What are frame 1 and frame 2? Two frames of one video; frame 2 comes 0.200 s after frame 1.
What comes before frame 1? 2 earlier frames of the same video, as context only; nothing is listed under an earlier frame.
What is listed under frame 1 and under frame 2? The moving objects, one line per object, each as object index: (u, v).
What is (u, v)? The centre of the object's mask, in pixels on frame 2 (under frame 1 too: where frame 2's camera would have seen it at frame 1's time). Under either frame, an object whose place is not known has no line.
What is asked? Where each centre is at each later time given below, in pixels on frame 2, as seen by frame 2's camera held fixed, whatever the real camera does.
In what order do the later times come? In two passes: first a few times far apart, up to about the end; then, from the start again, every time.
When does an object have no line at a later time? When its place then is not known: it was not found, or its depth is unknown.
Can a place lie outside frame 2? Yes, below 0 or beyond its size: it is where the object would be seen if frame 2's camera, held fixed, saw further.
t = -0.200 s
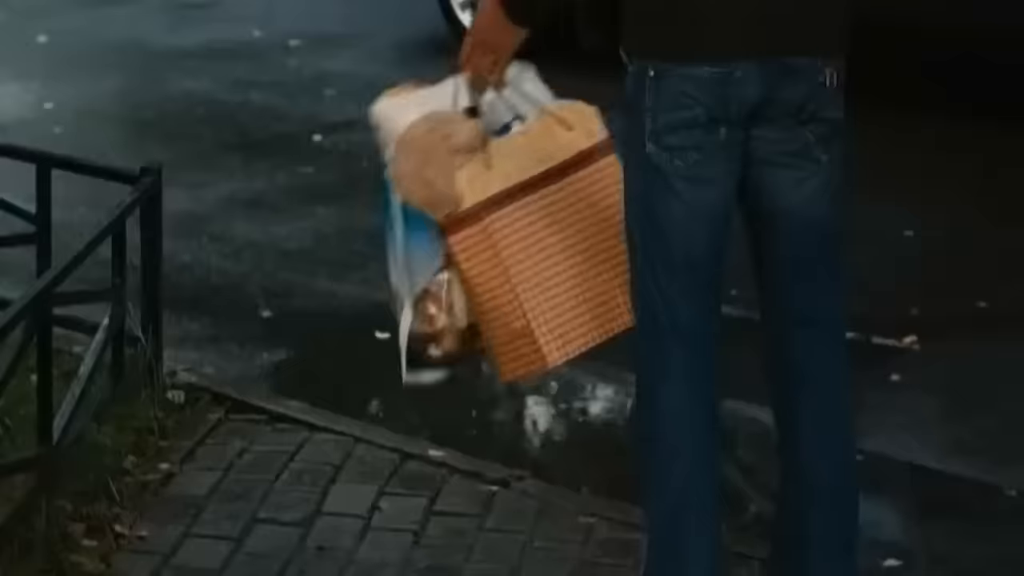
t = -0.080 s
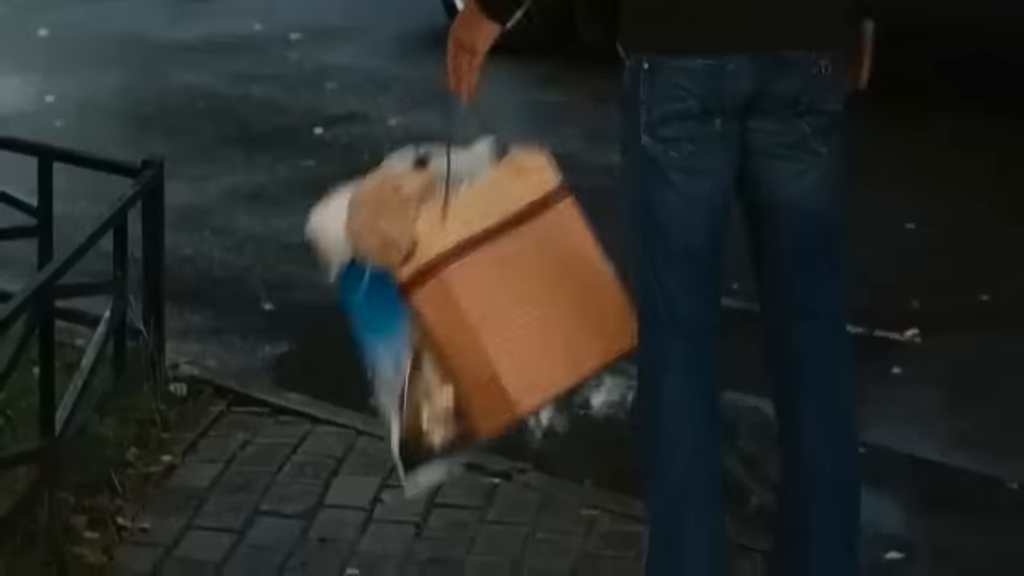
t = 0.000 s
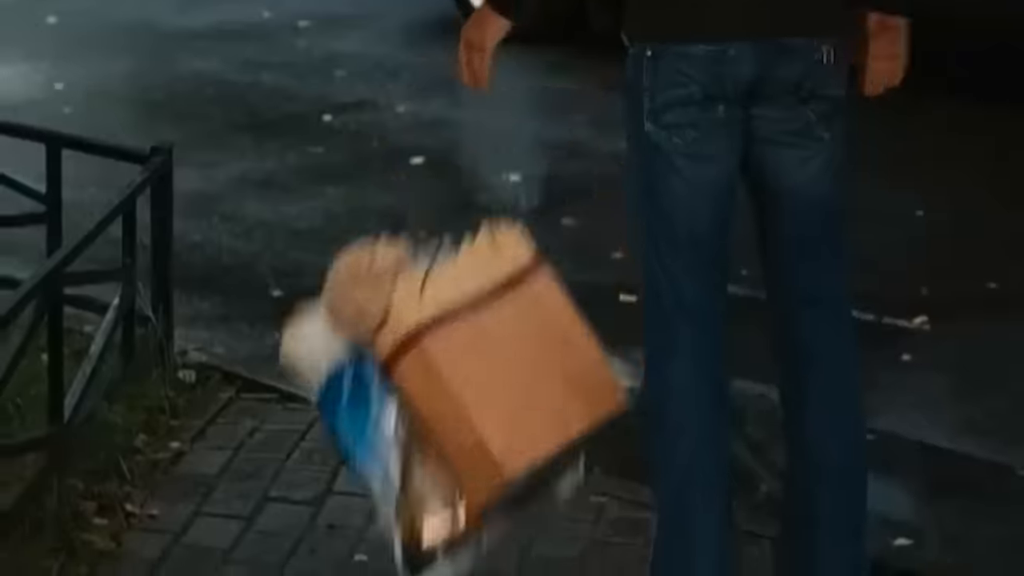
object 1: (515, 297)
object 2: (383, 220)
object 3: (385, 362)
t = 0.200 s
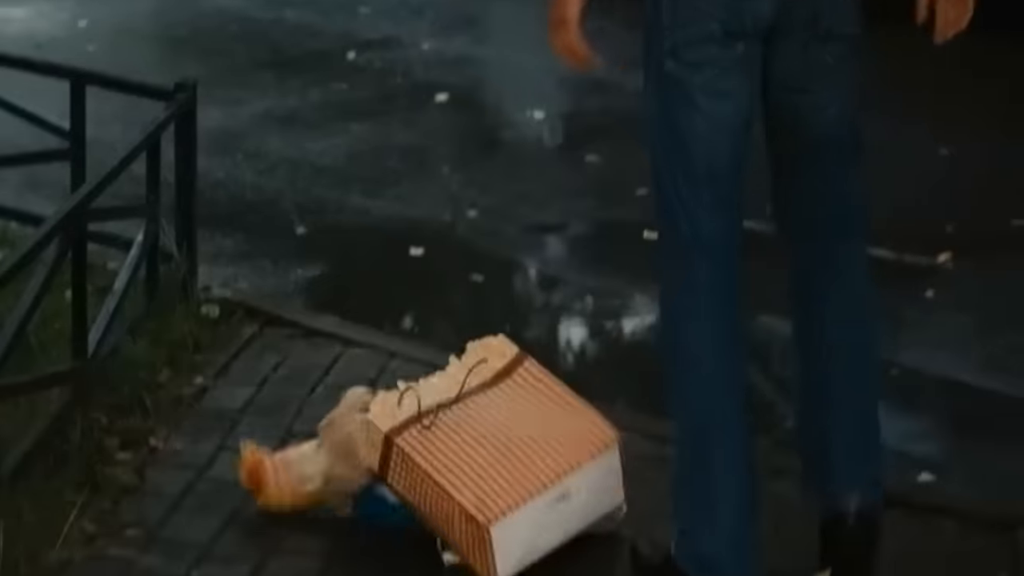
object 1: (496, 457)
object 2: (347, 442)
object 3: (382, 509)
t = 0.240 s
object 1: (496, 463)
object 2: (343, 456)
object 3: (385, 512)
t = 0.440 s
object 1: (488, 476)
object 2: (335, 483)
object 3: (371, 532)
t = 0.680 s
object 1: (498, 477)
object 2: (338, 454)
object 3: (373, 518)
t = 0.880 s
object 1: (506, 476)
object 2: (351, 429)
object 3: (371, 508)
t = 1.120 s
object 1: (513, 476)
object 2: (359, 421)
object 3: (373, 505)
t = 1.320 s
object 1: (513, 476)
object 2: (365, 417)
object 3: (372, 501)
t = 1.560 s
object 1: (514, 476)
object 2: (366, 415)
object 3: (372, 501)
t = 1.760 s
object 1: (514, 476)
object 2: (368, 415)
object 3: (372, 501)
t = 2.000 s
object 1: (514, 476)
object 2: (369, 414)
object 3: (372, 500)
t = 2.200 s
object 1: (515, 476)
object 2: (370, 413)
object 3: (373, 501)
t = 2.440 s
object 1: (515, 477)
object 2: (371, 413)
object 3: (373, 500)
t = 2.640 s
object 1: (516, 477)
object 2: (371, 412)
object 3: (373, 499)
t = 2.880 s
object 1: (516, 477)
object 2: (372, 412)
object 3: (373, 499)
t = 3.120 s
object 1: (516, 477)
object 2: (373, 412)
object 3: (373, 499)
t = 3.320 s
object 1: (517, 477)
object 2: (373, 411)
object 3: (374, 499)
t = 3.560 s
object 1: (517, 477)
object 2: (366, 409)
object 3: (374, 499)
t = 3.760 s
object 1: (517, 477)
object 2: (367, 409)
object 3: (374, 499)
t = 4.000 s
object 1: (517, 477)
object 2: (367, 408)
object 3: (374, 499)
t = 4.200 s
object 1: (517, 477)
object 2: (367, 408)
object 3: (374, 498)
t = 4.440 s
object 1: (517, 477)
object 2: (367, 408)
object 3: (374, 498)
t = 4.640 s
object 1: (517, 477)
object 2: (367, 408)
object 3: (374, 498)
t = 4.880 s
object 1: (517, 477)
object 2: (367, 408)
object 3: (374, 498)
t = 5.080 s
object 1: (517, 477)
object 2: (367, 408)
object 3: (374, 499)
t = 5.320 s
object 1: (517, 477)
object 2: (367, 407)
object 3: (373, 497)
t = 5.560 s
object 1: (517, 477)
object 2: (367, 407)
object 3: (374, 498)
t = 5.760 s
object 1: (517, 477)
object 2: (367, 407)
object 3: (373, 498)
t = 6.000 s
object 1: (517, 478)
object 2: (367, 407)
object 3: (373, 498)
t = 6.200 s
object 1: (517, 477)
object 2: (368, 407)
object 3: (373, 498)
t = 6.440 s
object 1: (517, 478)
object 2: (368, 407)
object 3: (374, 498)
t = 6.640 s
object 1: (517, 478)
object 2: (368, 407)
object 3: (375, 499)
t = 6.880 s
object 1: (517, 478)
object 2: (368, 407)
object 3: (375, 499)
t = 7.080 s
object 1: (517, 478)
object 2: (368, 407)
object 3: (374, 499)
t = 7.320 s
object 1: (517, 478)
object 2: (368, 407)
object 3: (375, 499)
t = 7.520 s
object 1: (517, 478)
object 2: (368, 407)
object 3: (375, 499)
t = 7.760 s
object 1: (517, 478)
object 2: (368, 406)
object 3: (374, 499)
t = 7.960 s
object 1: (517, 478)
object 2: (368, 406)
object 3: (374, 499)
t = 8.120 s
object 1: (517, 478)
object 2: (368, 406)
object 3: (374, 499)
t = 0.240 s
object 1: (496, 463)
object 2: (343, 456)
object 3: (385, 512)
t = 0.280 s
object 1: (493, 466)
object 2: (352, 462)
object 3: (382, 518)
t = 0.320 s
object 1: (490, 469)
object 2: (341, 471)
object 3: (381, 522)
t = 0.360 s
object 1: (489, 472)
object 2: (339, 476)
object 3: (378, 525)
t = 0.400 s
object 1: (489, 475)
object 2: (337, 480)
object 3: (372, 529)
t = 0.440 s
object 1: (488, 476)
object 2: (335, 483)
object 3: (371, 532)
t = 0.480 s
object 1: (489, 477)
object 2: (334, 482)
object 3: (370, 531)
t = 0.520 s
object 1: (489, 476)
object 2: (335, 476)
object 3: (368, 527)
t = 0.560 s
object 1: (491, 476)
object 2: (335, 471)
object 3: (375, 523)
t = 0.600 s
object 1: (493, 476)
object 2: (336, 465)
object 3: (375, 521)
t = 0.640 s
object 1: (495, 477)
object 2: (332, 461)
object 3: (374, 519)
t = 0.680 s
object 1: (498, 477)
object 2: (338, 454)
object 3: (373, 518)
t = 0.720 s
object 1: (500, 476)
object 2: (341, 448)
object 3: (370, 514)
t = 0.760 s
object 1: (502, 476)
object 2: (345, 442)
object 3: (370, 513)
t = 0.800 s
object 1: (504, 476)
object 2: (347, 437)
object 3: (371, 511)
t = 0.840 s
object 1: (505, 476)
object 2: (350, 434)
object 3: (371, 510)
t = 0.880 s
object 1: (506, 476)
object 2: (351, 429)
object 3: (371, 508)
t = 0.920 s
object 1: (508, 476)
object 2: (351, 428)
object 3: (372, 508)
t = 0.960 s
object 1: (508, 476)
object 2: (353, 426)
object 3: (372, 506)
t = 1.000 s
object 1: (510, 476)
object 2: (354, 426)
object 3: (373, 507)
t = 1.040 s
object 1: (511, 476)
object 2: (356, 425)
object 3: (373, 506)
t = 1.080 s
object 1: (512, 477)
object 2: (358, 423)
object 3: (373, 505)
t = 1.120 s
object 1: (513, 476)
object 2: (359, 421)
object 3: (373, 505)
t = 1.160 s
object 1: (514, 477)
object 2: (360, 420)
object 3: (373, 504)
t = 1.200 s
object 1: (514, 477)
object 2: (361, 418)
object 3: (372, 503)
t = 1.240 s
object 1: (512, 475)
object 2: (363, 418)
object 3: (372, 502)
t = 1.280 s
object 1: (512, 476)
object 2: (364, 417)
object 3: (372, 502)
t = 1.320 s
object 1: (513, 476)
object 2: (365, 417)
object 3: (372, 501)
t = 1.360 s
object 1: (513, 476)
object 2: (366, 417)
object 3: (372, 501)
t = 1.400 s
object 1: (513, 476)
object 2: (366, 416)
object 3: (372, 501)
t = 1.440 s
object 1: (514, 476)
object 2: (366, 416)
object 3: (372, 501)
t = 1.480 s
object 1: (513, 476)
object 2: (367, 416)
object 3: (372, 501)
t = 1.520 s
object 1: (514, 476)
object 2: (367, 416)
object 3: (371, 501)
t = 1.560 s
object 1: (514, 476)
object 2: (366, 415)
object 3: (372, 501)
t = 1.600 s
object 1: (514, 476)
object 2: (367, 416)
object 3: (372, 501)
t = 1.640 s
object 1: (514, 476)
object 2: (368, 415)
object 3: (372, 501)
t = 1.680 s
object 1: (514, 476)
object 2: (368, 415)
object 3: (372, 501)
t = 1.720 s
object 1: (514, 476)
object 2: (368, 415)
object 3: (372, 501)
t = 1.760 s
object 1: (514, 476)
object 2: (368, 415)
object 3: (372, 501)
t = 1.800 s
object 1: (514, 476)
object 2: (368, 414)
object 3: (372, 500)
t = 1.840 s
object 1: (514, 476)
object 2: (368, 414)
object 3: (372, 500)
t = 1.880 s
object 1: (514, 476)
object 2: (369, 414)
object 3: (372, 500)
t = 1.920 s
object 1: (514, 476)
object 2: (369, 414)
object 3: (372, 500)
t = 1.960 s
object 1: (514, 476)
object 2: (369, 414)
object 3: (372, 500)
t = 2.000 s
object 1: (514, 476)
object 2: (369, 414)
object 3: (372, 500)
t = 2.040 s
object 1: (514, 476)
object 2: (369, 414)
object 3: (372, 501)
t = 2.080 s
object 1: (514, 476)
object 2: (369, 414)
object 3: (372, 501)
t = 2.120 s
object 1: (515, 476)
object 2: (370, 413)
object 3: (373, 500)
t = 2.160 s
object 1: (515, 476)
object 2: (370, 413)
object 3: (373, 500)
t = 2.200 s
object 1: (515, 476)
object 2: (370, 413)
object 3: (373, 501)
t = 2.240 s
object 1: (515, 477)
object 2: (370, 413)
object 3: (373, 500)
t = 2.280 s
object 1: (515, 476)
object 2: (371, 413)
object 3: (373, 501)
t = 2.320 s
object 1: (515, 477)
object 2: (371, 413)
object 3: (373, 500)
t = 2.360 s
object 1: (515, 476)
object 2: (371, 412)
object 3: (373, 500)
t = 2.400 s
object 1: (515, 476)
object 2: (371, 412)
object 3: (373, 500)
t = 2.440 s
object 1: (515, 477)
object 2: (371, 413)
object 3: (373, 500)
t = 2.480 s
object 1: (515, 477)
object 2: (371, 413)
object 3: (373, 500)
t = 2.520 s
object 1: (516, 477)
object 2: (371, 412)
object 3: (373, 500)
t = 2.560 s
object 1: (515, 477)
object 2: (371, 413)
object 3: (373, 500)
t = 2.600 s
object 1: (516, 477)
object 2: (371, 412)
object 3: (373, 499)
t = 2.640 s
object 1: (516, 477)
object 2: (371, 412)
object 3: (373, 499)
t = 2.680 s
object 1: (516, 477)
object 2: (372, 412)
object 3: (373, 499)
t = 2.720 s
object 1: (516, 477)
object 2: (372, 412)
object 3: (373, 499)
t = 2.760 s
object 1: (516, 477)
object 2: (372, 412)
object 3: (373, 499)
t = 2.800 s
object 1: (516, 477)
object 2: (372, 412)
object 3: (373, 499)
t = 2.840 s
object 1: (516, 477)
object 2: (372, 412)
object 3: (373, 499)
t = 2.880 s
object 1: (516, 477)
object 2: (372, 412)
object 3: (373, 499)
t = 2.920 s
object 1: (516, 477)
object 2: (372, 412)
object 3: (373, 499)
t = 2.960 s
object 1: (516, 477)
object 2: (372, 412)
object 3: (373, 499)
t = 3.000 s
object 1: (516, 477)
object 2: (372, 412)
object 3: (373, 499)
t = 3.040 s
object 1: (516, 477)
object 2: (372, 412)
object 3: (373, 499)
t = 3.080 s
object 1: (516, 477)
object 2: (373, 412)
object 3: (373, 499)
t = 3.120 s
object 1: (516, 477)
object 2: (373, 412)
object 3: (373, 499)
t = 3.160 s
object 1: (517, 477)
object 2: (373, 412)
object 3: (374, 499)
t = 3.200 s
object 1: (517, 477)
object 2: (373, 412)
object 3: (374, 499)
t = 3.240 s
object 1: (517, 477)
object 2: (373, 411)
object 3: (374, 499)
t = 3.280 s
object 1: (517, 477)
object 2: (373, 411)
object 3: (374, 499)
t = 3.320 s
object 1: (517, 477)
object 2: (373, 411)
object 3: (374, 499)
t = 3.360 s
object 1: (517, 477)
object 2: (373, 411)
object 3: (374, 499)
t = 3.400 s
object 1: (517, 477)
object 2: (373, 411)
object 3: (374, 499)
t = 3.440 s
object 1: (516, 477)
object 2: (373, 411)
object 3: (374, 499)
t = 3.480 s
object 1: (517, 477)
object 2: (367, 409)
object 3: (374, 499)
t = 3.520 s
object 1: (517, 477)
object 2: (366, 409)
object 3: (374, 499)
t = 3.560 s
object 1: (517, 477)
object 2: (366, 409)
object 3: (374, 499)
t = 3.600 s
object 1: (517, 477)
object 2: (366, 409)
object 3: (374, 499)
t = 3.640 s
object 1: (517, 477)
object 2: (367, 409)
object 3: (374, 499)
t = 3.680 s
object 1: (517, 477)
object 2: (367, 409)
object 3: (374, 499)
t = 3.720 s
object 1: (517, 477)
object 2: (367, 409)
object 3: (374, 499)
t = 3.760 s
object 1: (517, 477)
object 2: (367, 409)
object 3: (374, 499)
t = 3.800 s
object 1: (517, 477)
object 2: (367, 408)
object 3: (374, 499)
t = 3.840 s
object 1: (517, 477)
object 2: (367, 408)
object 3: (374, 499)
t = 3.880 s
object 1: (517, 477)
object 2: (367, 408)
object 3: (374, 499)
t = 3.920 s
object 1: (517, 477)
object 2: (367, 408)
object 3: (374, 499)
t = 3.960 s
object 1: (517, 477)
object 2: (367, 408)
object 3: (374, 499)
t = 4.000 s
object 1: (517, 477)
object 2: (367, 408)
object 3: (374, 499)
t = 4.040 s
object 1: (517, 477)
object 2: (367, 408)
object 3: (374, 499)
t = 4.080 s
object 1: (517, 477)
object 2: (367, 408)
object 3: (374, 498)
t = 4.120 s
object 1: (517, 477)
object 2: (367, 408)
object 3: (374, 499)
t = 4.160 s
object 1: (517, 477)
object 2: (367, 408)
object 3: (374, 498)
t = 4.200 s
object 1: (517, 477)
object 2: (367, 408)
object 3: (374, 498)
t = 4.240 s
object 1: (517, 477)
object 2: (367, 408)
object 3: (374, 499)
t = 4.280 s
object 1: (517, 477)
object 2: (367, 408)
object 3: (374, 499)
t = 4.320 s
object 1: (517, 477)
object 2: (367, 408)
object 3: (374, 499)
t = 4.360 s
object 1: (517, 477)
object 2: (367, 408)
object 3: (374, 499)
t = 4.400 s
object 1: (517, 477)
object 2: (367, 408)
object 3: (374, 499)
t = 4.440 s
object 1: (517, 477)
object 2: (367, 408)
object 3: (374, 498)
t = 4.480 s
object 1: (517, 477)
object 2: (367, 408)
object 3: (373, 498)
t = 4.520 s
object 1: (517, 477)
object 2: (367, 408)
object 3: (374, 498)
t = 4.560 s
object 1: (517, 477)
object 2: (367, 408)
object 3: (374, 498)
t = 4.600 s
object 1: (517, 477)
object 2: (367, 408)
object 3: (374, 498)
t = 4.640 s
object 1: (517, 477)
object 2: (367, 408)
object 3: (374, 498)
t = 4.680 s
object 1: (517, 477)
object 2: (367, 408)
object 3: (374, 498)
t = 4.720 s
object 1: (517, 477)
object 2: (367, 408)
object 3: (374, 499)
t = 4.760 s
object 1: (517, 477)
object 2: (367, 408)
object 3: (374, 499)
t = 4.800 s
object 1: (517, 477)
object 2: (367, 408)
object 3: (374, 499)
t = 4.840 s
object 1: (517, 477)
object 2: (367, 408)
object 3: (374, 499)
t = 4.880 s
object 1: (517, 477)
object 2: (367, 408)
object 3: (374, 498)
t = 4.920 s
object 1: (517, 477)
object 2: (367, 408)
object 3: (374, 499)
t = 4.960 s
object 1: (517, 477)
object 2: (367, 408)
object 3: (374, 498)
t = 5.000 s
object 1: (517, 477)
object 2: (367, 408)
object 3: (374, 499)
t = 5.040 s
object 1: (517, 477)
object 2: (367, 408)
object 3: (374, 498)
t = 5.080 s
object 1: (517, 477)
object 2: (367, 408)
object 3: (374, 499)
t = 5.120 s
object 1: (517, 477)
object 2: (367, 407)
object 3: (374, 499)
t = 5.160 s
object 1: (517, 477)
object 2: (367, 407)
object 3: (374, 499)
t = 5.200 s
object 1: (517, 477)
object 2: (367, 407)
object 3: (373, 498)
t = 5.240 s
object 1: (517, 477)
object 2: (367, 407)
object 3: (373, 498)
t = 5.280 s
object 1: (517, 477)
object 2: (367, 407)
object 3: (374, 499)
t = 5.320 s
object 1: (517, 477)
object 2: (367, 407)
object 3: (373, 497)
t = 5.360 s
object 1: (517, 477)
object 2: (367, 407)
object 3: (373, 498)
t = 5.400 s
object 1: (517, 477)
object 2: (367, 407)
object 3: (373, 497)
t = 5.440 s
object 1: (517, 477)
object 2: (367, 407)
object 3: (373, 498)
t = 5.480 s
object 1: (517, 477)
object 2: (367, 407)
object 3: (373, 498)
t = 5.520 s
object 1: (517, 477)
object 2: (367, 407)
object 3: (373, 498)
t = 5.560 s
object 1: (517, 477)
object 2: (367, 407)
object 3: (374, 498)
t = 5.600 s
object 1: (517, 477)
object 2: (367, 407)
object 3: (373, 498)
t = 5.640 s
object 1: (517, 477)
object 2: (367, 407)
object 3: (373, 498)
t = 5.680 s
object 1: (517, 477)
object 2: (367, 407)
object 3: (373, 498)
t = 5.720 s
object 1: (517, 477)
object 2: (367, 407)
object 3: (373, 498)
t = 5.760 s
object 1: (517, 477)
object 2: (367, 407)
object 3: (373, 498)
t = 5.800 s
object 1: (517, 477)
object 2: (367, 407)
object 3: (373, 498)
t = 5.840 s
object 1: (517, 477)
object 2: (367, 407)
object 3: (373, 498)
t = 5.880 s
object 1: (517, 477)
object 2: (367, 407)
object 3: (373, 498)
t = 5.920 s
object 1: (517, 477)
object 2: (367, 407)
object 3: (373, 498)
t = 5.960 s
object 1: (517, 477)
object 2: (367, 407)
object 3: (374, 498)
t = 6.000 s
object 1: (517, 478)
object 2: (367, 407)
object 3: (373, 498)
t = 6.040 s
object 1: (517, 478)
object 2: (367, 407)
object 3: (373, 498)
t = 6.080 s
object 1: (517, 478)
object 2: (367, 407)
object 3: (373, 498)
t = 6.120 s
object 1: (517, 478)
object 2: (367, 407)
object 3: (373, 498)
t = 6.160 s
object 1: (517, 478)
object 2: (367, 407)
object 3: (373, 498)
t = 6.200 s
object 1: (517, 477)
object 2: (368, 407)
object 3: (373, 498)
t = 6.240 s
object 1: (517, 478)
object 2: (368, 407)
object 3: (373, 498)
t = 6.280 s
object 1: (517, 478)
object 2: (368, 407)
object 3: (374, 498)
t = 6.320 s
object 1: (517, 477)
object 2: (368, 407)
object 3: (373, 498)
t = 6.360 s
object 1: (517, 478)
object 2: (368, 407)
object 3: (374, 498)
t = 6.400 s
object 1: (517, 478)
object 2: (368, 407)
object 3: (373, 498)
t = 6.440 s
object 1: (517, 478)
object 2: (368, 407)
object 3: (374, 498)
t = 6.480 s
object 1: (517, 478)
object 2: (368, 407)
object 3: (374, 498)
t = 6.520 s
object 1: (517, 478)
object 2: (368, 407)
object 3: (373, 498)
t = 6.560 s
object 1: (517, 477)
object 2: (368, 407)
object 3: (374, 498)
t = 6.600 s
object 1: (517, 478)
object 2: (368, 407)
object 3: (375, 499)
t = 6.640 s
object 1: (517, 478)
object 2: (368, 407)
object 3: (375, 499)
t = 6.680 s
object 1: (518, 478)
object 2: (368, 407)
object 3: (373, 498)
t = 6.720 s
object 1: (518, 478)
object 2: (368, 407)
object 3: (374, 499)
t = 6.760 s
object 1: (517, 478)
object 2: (368, 407)
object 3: (375, 499)
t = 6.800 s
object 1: (517, 478)
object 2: (368, 407)
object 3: (375, 499)
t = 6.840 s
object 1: (518, 478)
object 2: (368, 407)
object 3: (375, 499)
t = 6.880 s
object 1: (517, 478)
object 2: (368, 407)
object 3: (375, 499)
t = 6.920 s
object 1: (517, 478)
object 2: (368, 407)
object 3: (374, 499)
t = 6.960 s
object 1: (517, 478)
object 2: (368, 407)
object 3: (375, 499)
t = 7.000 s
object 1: (517, 478)
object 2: (368, 407)
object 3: (375, 499)
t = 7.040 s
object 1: (517, 478)
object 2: (368, 407)
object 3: (375, 499)
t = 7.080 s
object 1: (517, 478)
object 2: (368, 407)
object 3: (374, 499)
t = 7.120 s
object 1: (517, 478)
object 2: (368, 407)
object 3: (375, 499)
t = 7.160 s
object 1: (517, 478)
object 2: (368, 407)
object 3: (375, 499)
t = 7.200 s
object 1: (517, 478)
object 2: (368, 407)
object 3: (375, 499)
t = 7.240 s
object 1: (517, 478)
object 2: (368, 407)
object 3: (375, 499)
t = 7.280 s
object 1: (517, 478)
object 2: (368, 407)
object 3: (375, 499)
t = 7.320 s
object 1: (517, 478)
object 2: (368, 407)
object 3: (375, 499)
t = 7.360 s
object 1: (517, 478)
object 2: (368, 407)
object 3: (375, 499)
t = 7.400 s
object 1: (517, 478)
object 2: (368, 407)
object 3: (375, 499)
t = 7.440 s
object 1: (517, 478)
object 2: (368, 407)
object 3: (375, 499)
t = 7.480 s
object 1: (517, 478)
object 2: (368, 407)
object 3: (375, 499)
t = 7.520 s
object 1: (517, 478)
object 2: (368, 407)
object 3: (375, 499)
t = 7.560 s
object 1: (517, 478)
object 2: (368, 407)
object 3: (375, 499)
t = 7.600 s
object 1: (517, 478)
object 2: (368, 407)
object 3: (375, 499)
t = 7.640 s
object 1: (517, 478)
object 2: (368, 406)
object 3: (374, 499)
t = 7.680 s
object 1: (517, 478)
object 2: (368, 406)
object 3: (375, 499)
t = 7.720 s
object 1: (517, 478)
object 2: (368, 407)
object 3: (374, 499)
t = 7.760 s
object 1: (517, 478)
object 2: (368, 406)
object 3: (374, 499)
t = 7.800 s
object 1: (517, 478)
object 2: (368, 406)
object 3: (374, 499)
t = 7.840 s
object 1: (517, 478)
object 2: (368, 406)
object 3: (374, 499)
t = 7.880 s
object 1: (517, 478)
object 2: (368, 406)
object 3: (374, 499)
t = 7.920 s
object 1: (517, 478)
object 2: (368, 406)
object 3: (374, 499)
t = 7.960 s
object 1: (517, 478)
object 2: (368, 406)
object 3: (374, 499)
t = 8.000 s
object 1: (517, 478)
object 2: (368, 406)
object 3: (374, 499)
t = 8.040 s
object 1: (517, 478)
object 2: (368, 406)
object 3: (374, 499)
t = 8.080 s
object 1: (517, 478)
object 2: (368, 406)
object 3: (374, 499)
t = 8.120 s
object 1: (517, 478)
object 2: (368, 406)
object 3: (374, 499)
